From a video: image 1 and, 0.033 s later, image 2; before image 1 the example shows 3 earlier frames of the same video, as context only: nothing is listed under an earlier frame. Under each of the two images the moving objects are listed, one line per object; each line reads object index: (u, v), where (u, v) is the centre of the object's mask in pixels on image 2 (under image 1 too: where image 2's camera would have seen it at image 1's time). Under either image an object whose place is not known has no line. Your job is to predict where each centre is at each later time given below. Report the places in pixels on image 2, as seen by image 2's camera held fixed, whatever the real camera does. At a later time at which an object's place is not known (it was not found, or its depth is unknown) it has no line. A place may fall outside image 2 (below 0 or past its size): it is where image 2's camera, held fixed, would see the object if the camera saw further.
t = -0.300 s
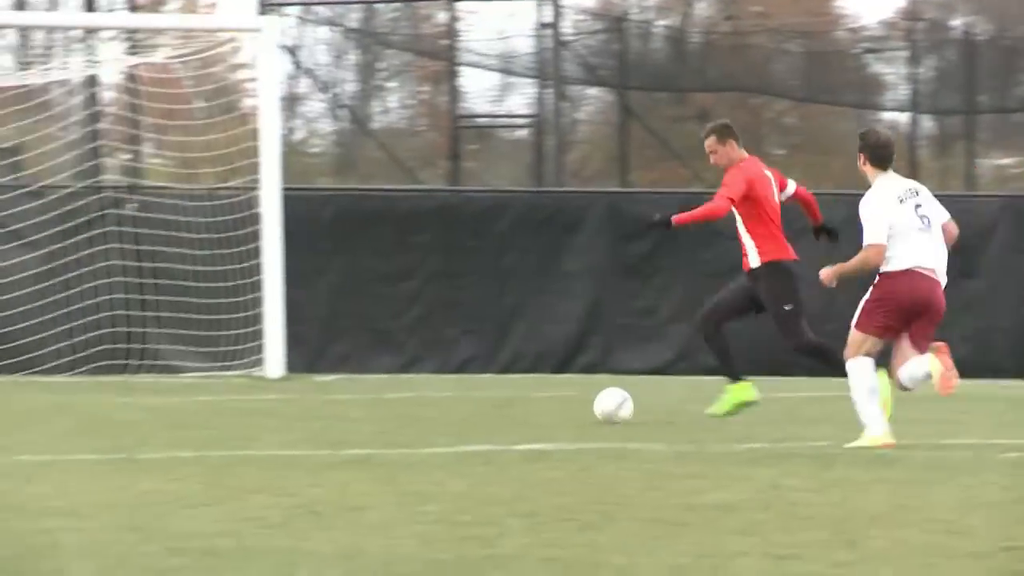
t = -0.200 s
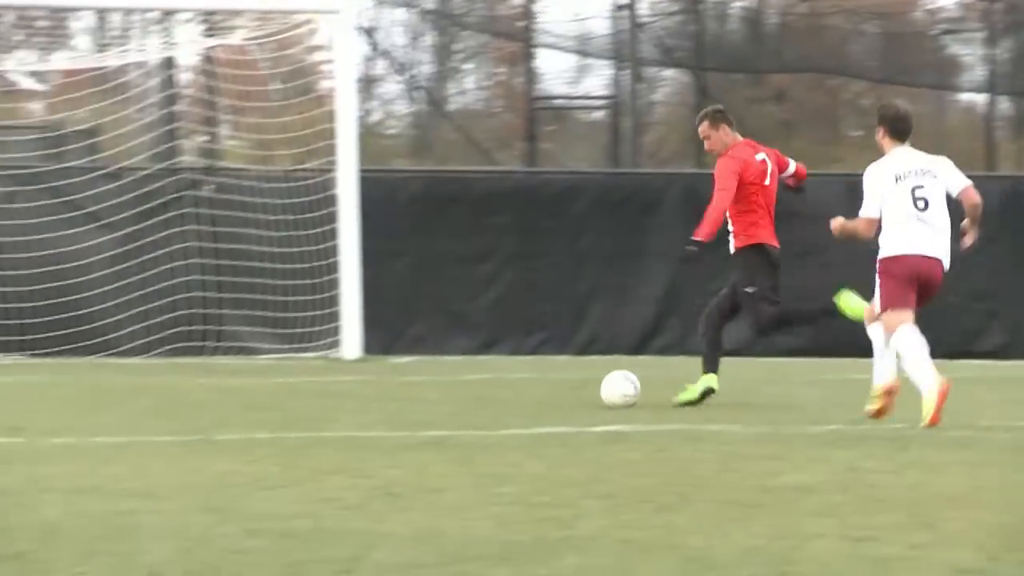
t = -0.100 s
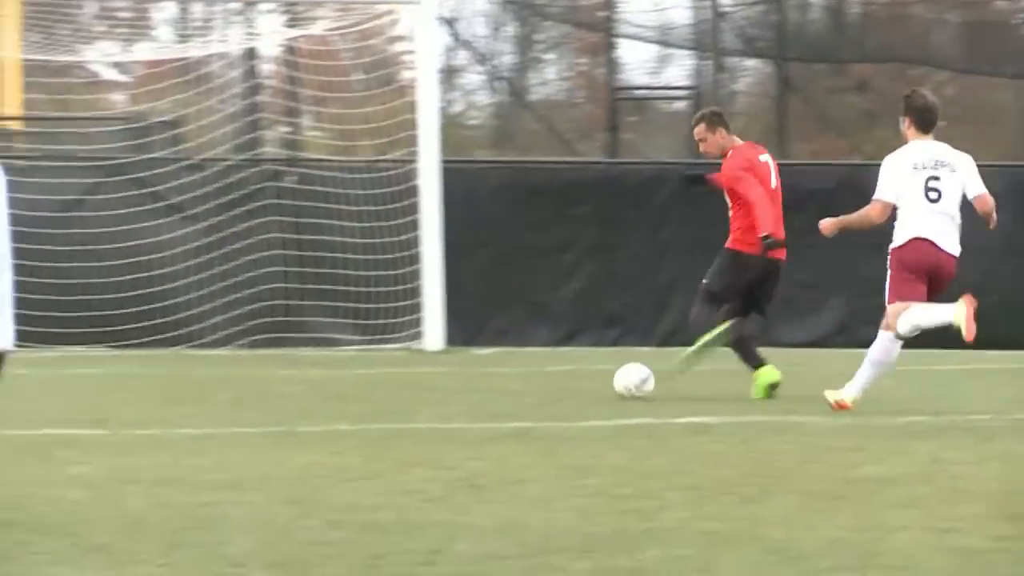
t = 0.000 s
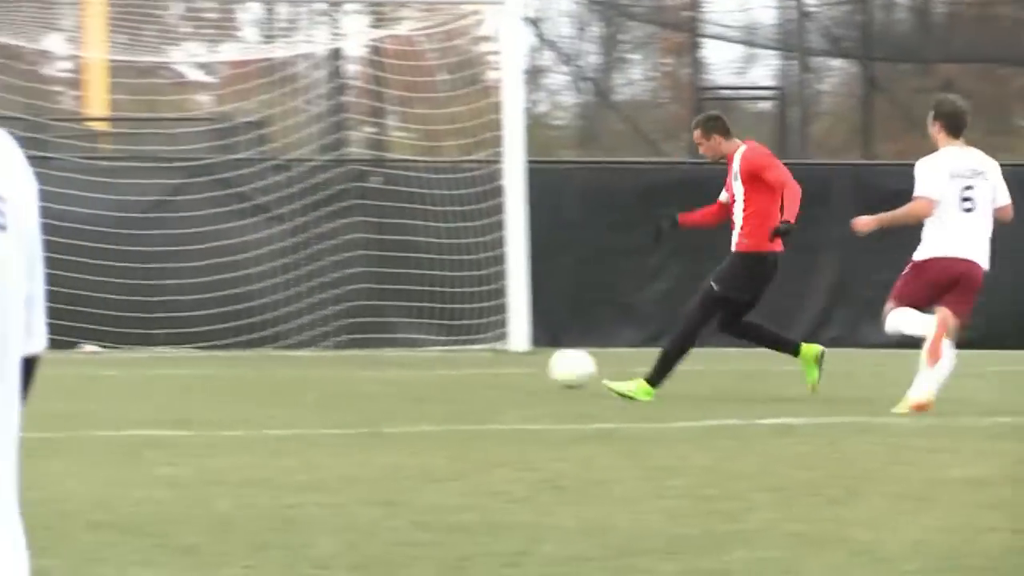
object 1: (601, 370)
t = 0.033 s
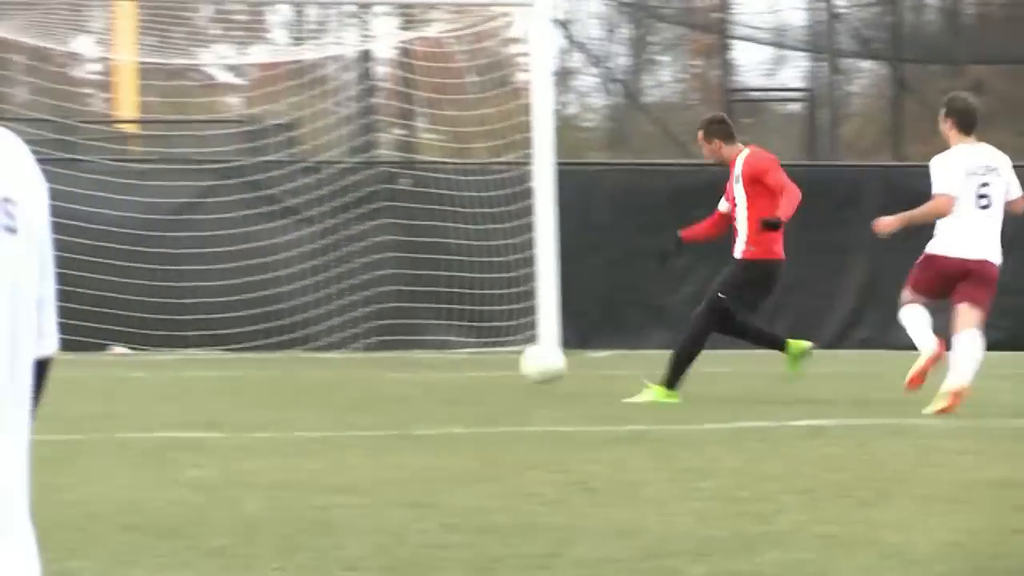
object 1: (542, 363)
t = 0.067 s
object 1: (485, 358)
